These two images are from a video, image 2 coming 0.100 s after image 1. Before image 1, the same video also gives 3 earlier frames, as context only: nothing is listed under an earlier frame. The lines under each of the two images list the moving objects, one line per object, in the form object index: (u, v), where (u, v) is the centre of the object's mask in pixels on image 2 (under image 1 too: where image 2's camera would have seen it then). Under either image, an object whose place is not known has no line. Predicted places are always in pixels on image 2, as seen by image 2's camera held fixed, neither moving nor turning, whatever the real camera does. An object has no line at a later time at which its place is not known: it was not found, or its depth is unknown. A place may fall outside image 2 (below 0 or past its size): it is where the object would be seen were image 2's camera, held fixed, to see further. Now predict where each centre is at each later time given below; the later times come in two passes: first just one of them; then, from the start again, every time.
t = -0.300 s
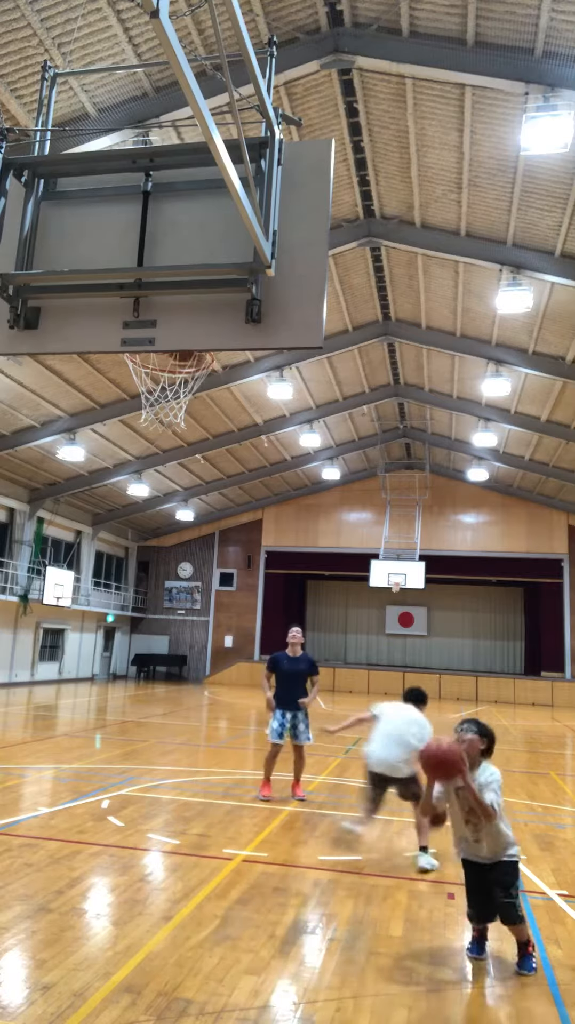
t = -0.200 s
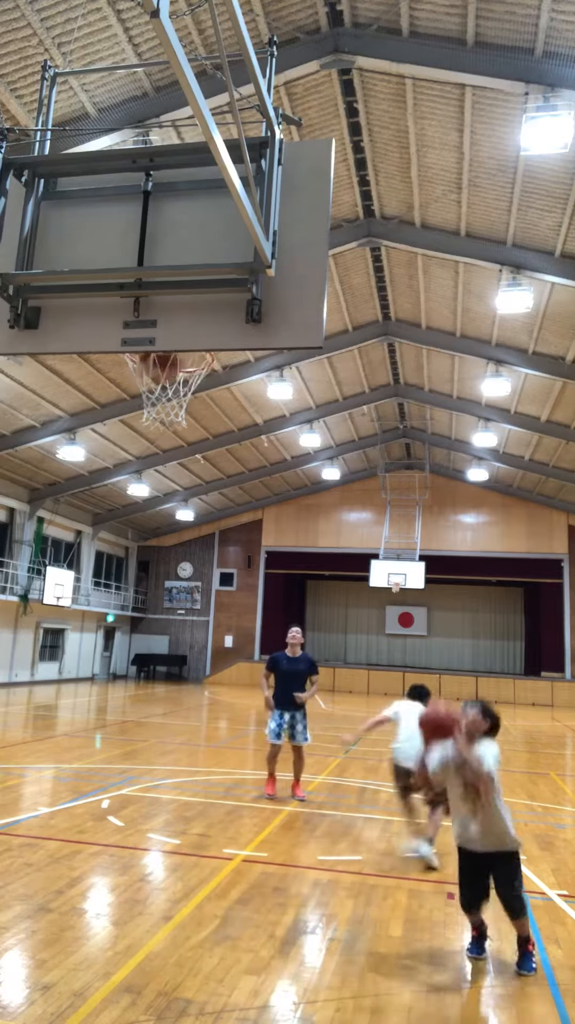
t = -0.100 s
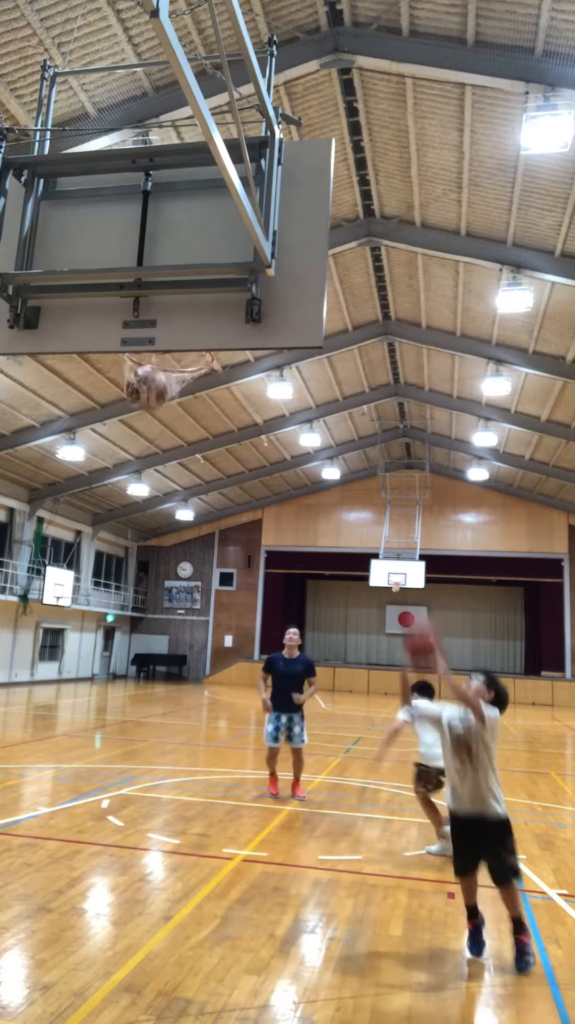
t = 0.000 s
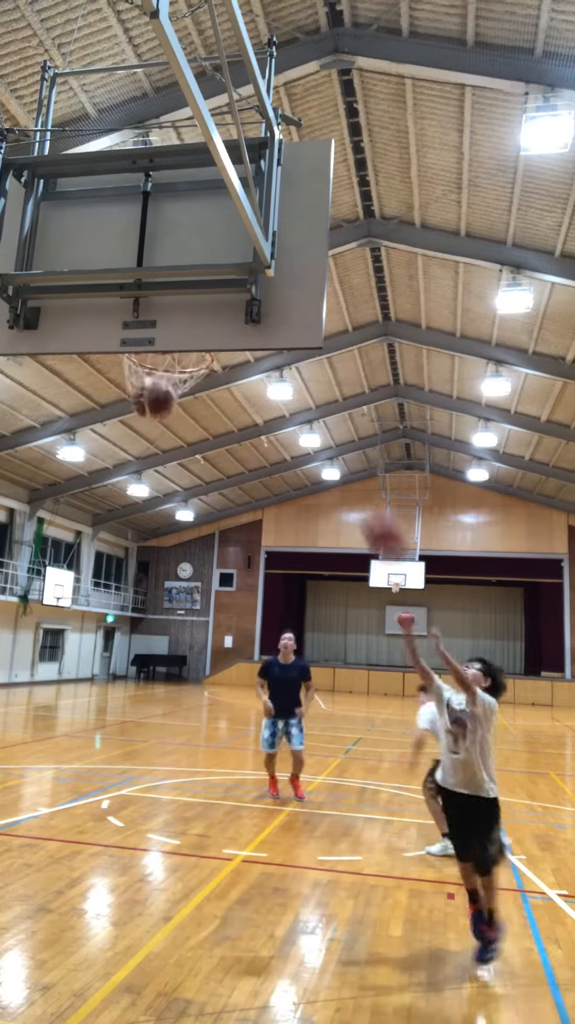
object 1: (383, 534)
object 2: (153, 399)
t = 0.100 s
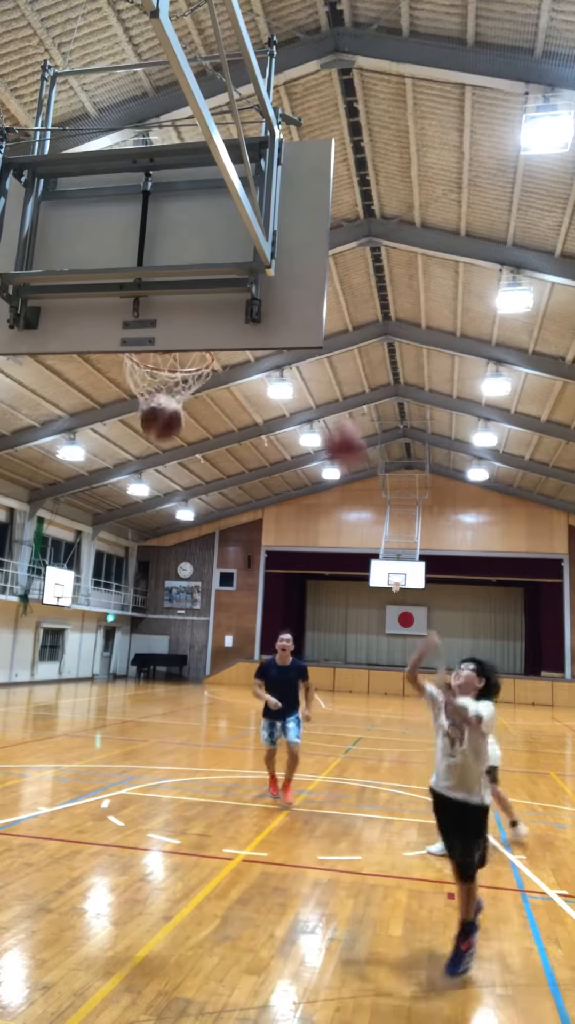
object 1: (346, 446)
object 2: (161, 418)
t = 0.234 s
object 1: (287, 359)
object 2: (170, 471)
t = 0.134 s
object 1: (330, 418)
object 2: (163, 429)
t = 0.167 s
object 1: (316, 395)
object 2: (165, 441)
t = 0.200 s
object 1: (303, 371)
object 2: (168, 453)
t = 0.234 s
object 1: (287, 359)
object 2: (170, 471)
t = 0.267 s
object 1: (274, 353)
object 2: (172, 487)
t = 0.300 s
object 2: (173, 509)
